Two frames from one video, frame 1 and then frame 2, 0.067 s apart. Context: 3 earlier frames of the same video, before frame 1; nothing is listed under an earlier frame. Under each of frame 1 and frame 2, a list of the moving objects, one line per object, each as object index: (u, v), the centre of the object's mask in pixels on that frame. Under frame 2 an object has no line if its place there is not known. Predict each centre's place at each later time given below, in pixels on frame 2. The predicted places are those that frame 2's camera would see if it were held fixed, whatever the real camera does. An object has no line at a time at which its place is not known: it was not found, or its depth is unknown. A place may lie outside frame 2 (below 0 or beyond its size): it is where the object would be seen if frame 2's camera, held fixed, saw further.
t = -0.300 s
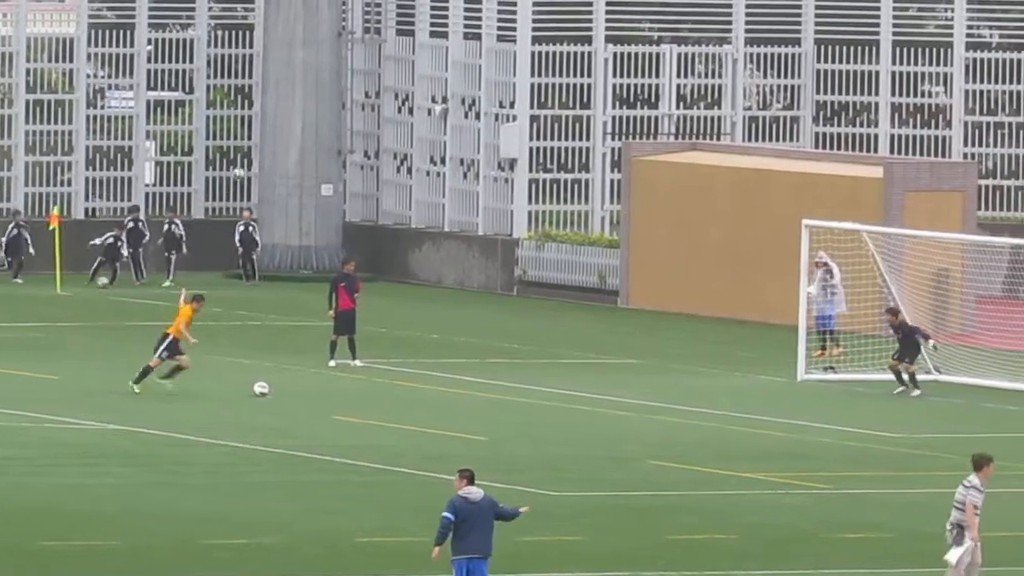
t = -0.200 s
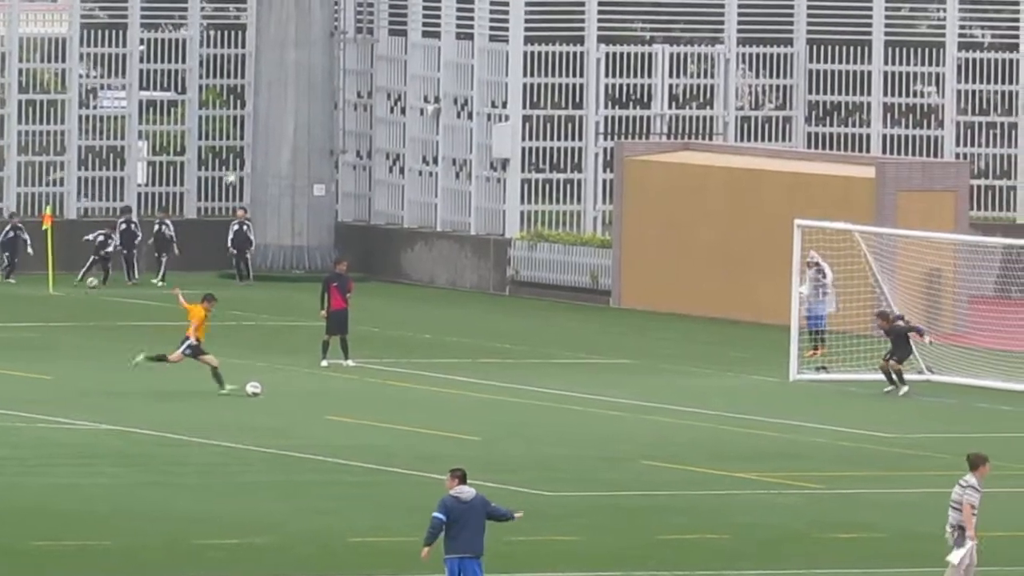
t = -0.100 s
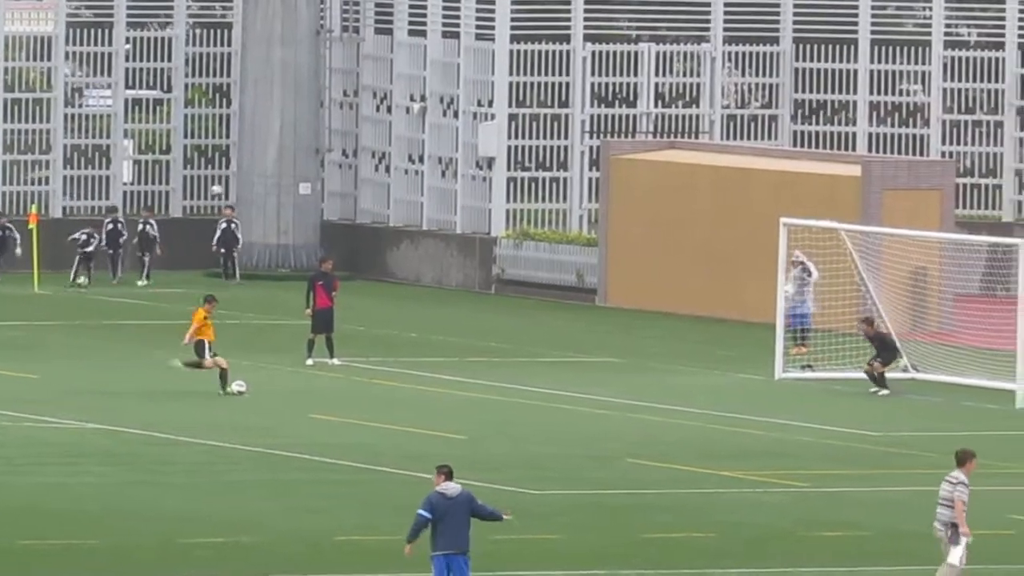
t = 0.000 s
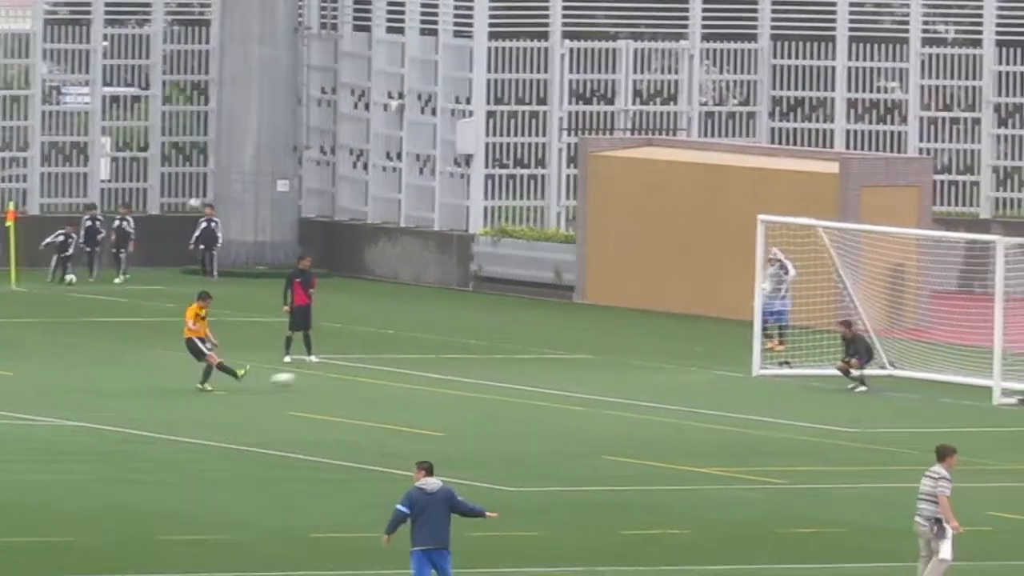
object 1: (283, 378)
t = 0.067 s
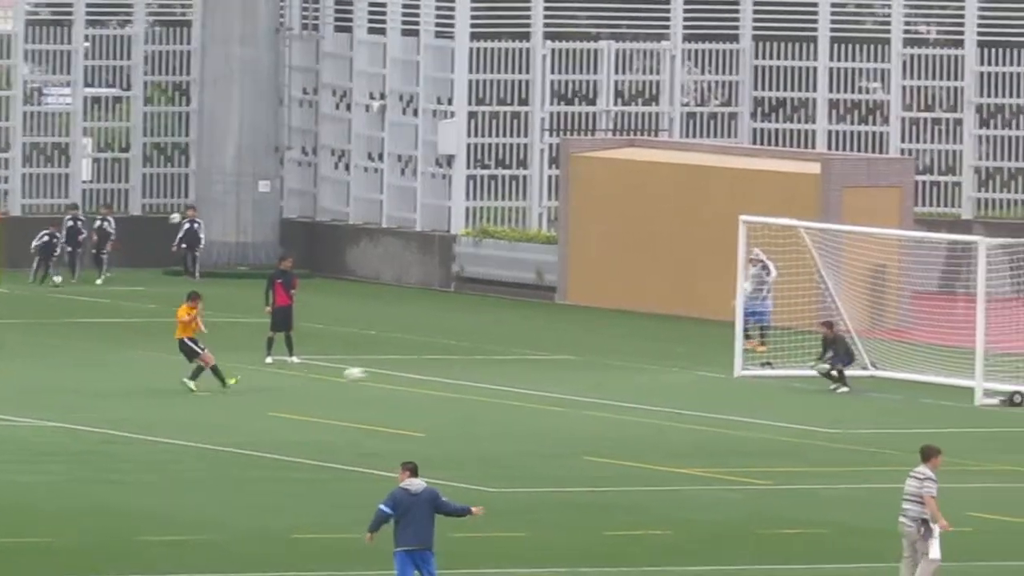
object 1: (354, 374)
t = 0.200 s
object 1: (518, 373)
